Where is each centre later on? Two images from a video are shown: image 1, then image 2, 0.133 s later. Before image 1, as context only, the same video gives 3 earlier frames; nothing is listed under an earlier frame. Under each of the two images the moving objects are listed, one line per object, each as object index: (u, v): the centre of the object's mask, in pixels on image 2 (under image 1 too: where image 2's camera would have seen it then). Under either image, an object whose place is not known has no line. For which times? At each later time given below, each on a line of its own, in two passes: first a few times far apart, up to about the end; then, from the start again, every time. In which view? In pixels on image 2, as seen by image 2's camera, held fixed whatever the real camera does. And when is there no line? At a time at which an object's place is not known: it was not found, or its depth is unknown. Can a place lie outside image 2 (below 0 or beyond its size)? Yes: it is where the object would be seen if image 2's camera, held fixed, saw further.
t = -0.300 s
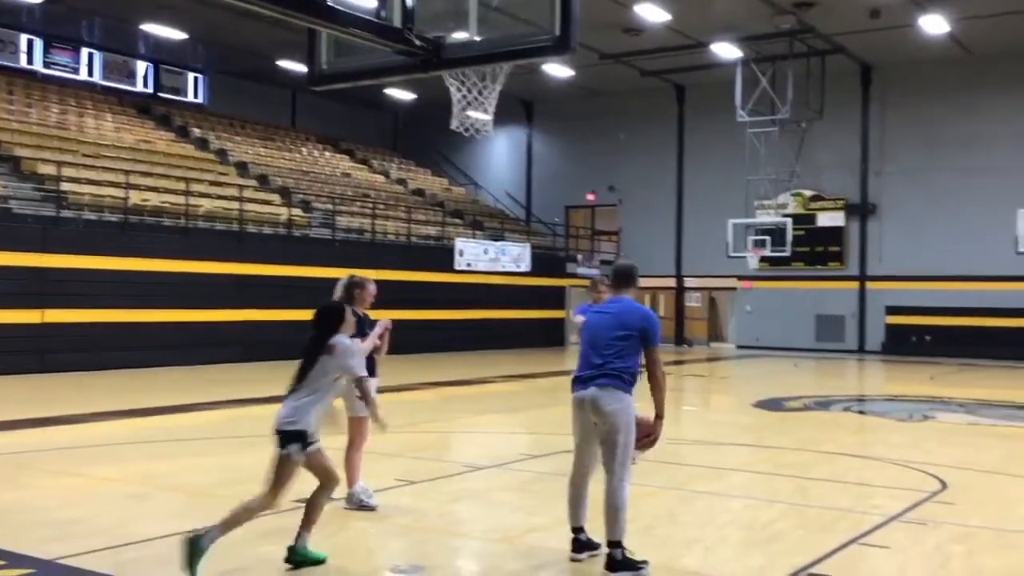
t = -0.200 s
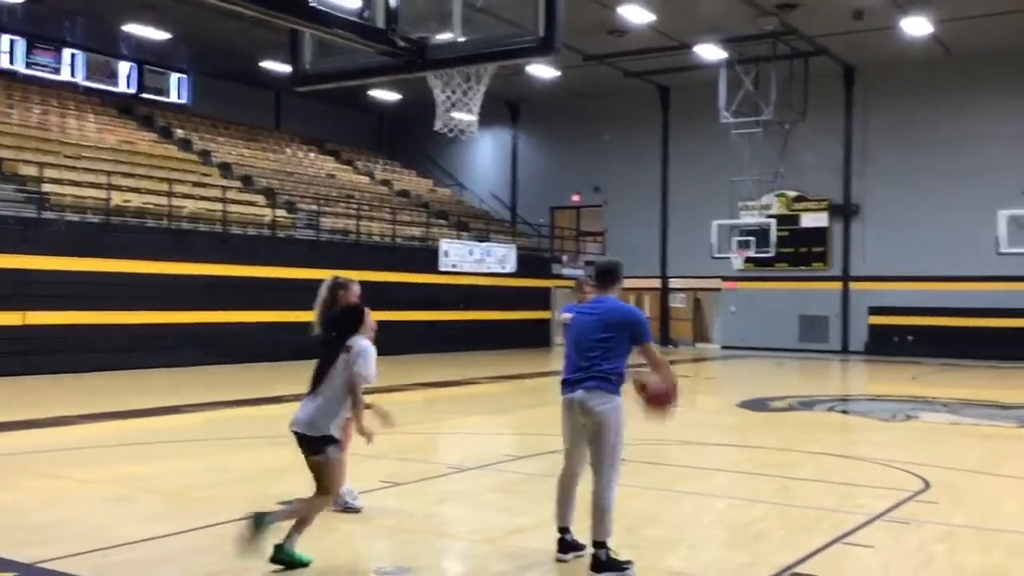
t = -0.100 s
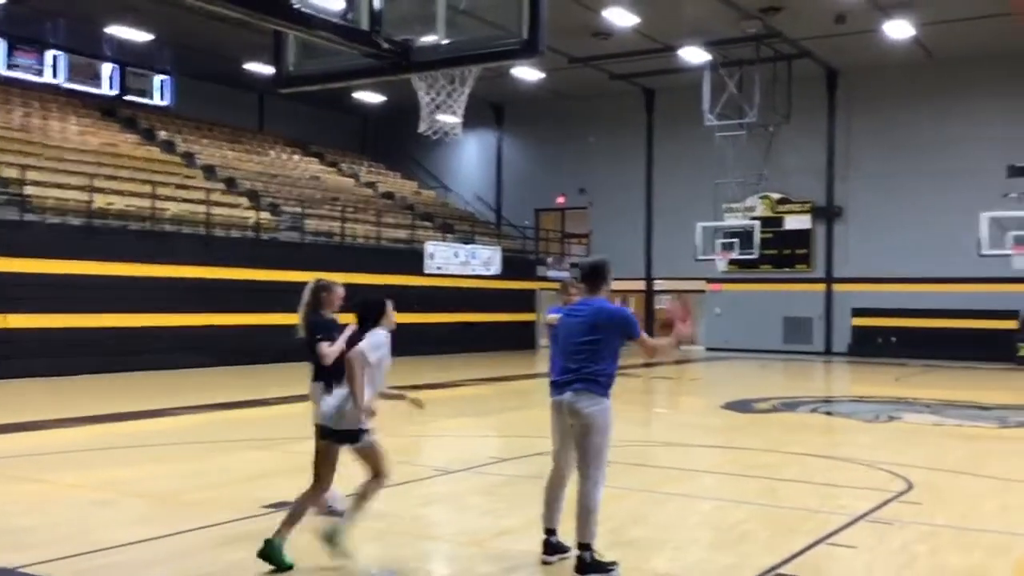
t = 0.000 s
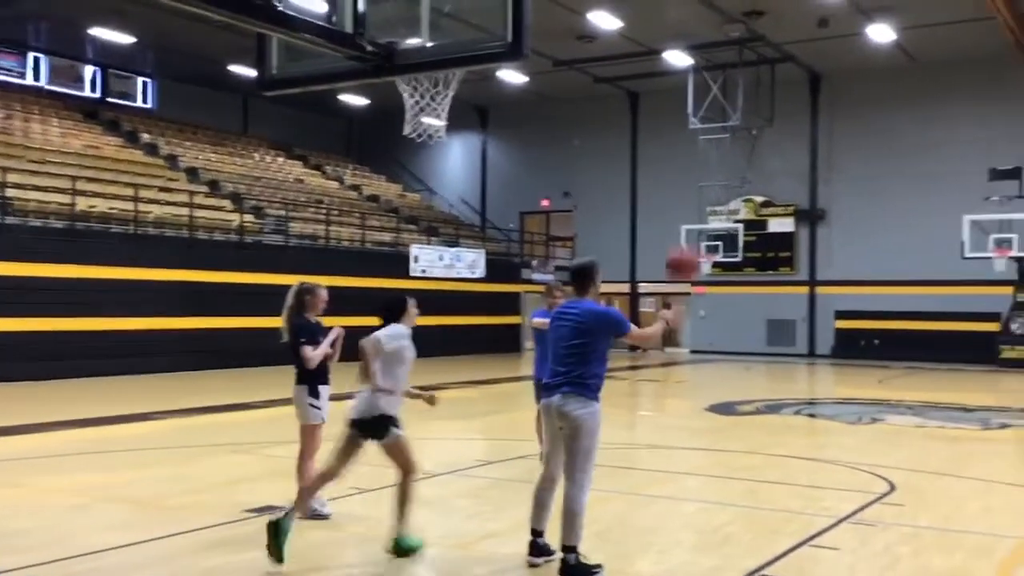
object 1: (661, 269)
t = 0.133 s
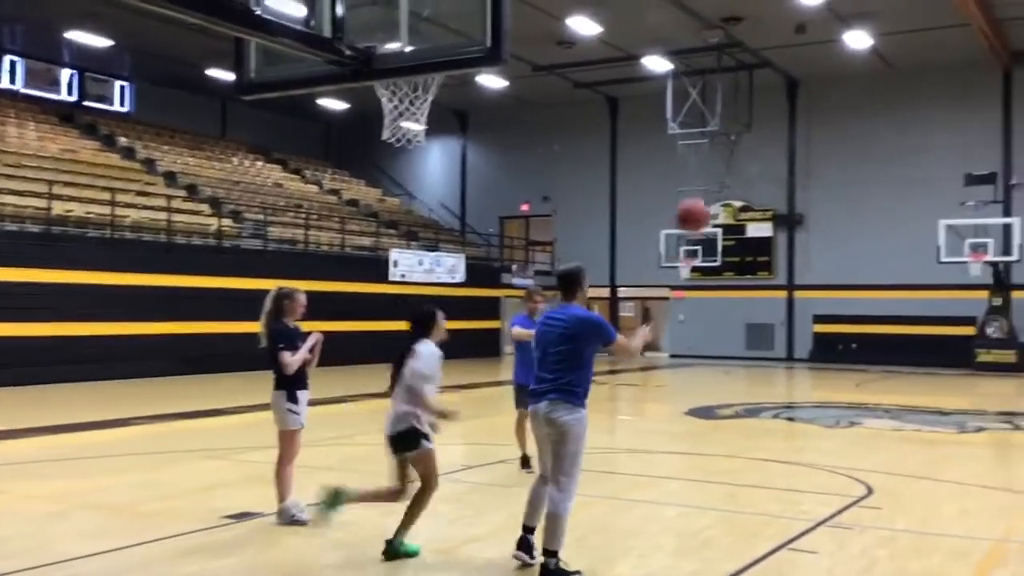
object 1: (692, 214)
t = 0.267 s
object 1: (720, 191)
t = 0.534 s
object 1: (769, 214)
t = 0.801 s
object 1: (813, 323)
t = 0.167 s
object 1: (699, 207)
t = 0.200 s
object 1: (706, 200)
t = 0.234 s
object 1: (712, 195)
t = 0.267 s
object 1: (720, 191)
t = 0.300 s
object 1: (726, 189)
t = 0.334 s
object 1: (732, 189)
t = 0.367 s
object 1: (738, 190)
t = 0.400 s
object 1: (745, 192)
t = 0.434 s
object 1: (751, 195)
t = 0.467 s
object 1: (757, 200)
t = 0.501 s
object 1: (763, 206)
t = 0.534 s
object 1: (769, 214)
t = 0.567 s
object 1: (775, 224)
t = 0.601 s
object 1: (781, 234)
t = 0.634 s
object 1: (786, 244)
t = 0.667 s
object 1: (792, 257)
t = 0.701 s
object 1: (798, 272)
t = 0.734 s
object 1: (803, 287)
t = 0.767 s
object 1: (807, 305)
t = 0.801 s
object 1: (813, 323)
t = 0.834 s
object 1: (818, 344)
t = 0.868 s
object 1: (823, 358)
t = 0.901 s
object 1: (827, 378)
